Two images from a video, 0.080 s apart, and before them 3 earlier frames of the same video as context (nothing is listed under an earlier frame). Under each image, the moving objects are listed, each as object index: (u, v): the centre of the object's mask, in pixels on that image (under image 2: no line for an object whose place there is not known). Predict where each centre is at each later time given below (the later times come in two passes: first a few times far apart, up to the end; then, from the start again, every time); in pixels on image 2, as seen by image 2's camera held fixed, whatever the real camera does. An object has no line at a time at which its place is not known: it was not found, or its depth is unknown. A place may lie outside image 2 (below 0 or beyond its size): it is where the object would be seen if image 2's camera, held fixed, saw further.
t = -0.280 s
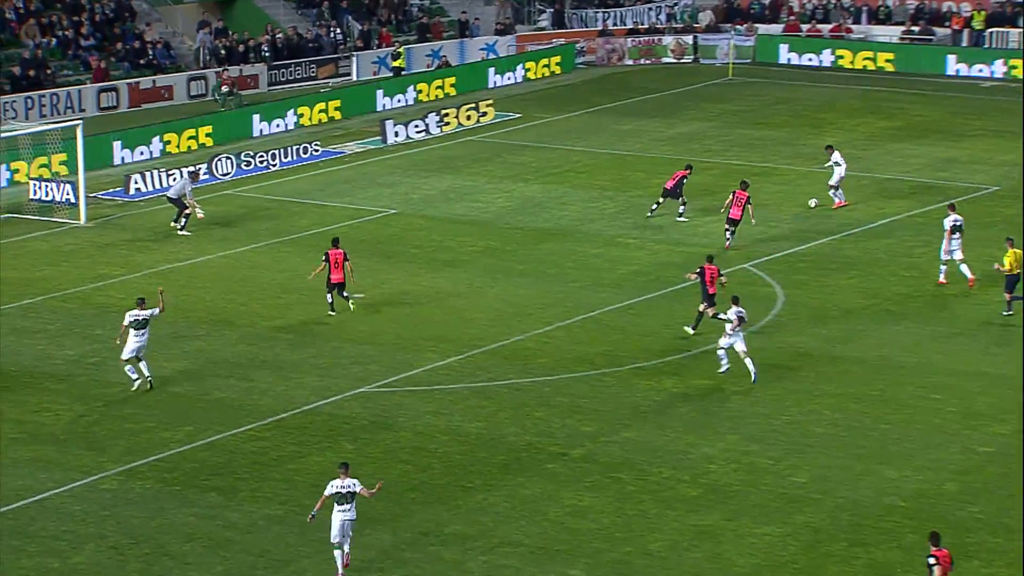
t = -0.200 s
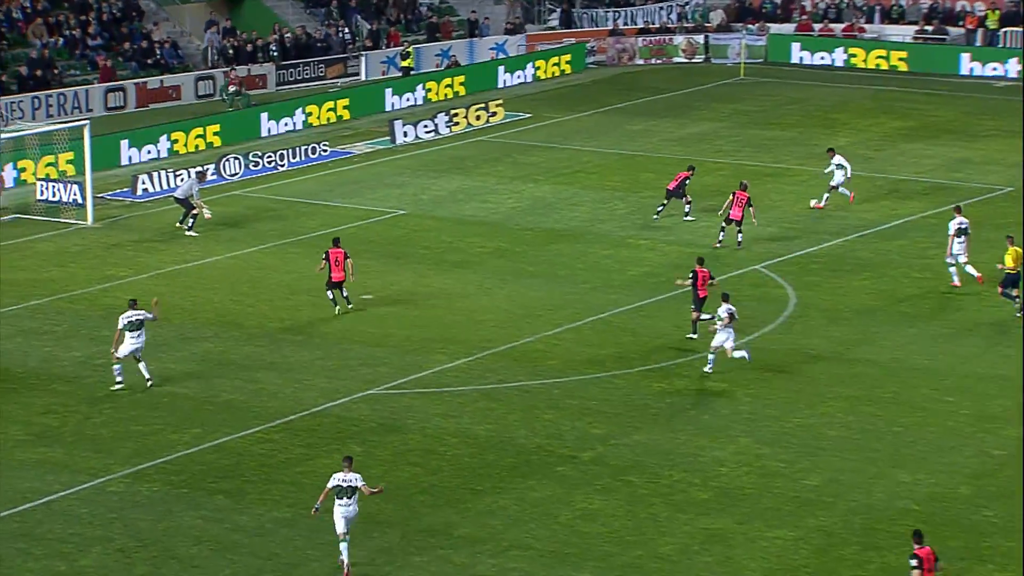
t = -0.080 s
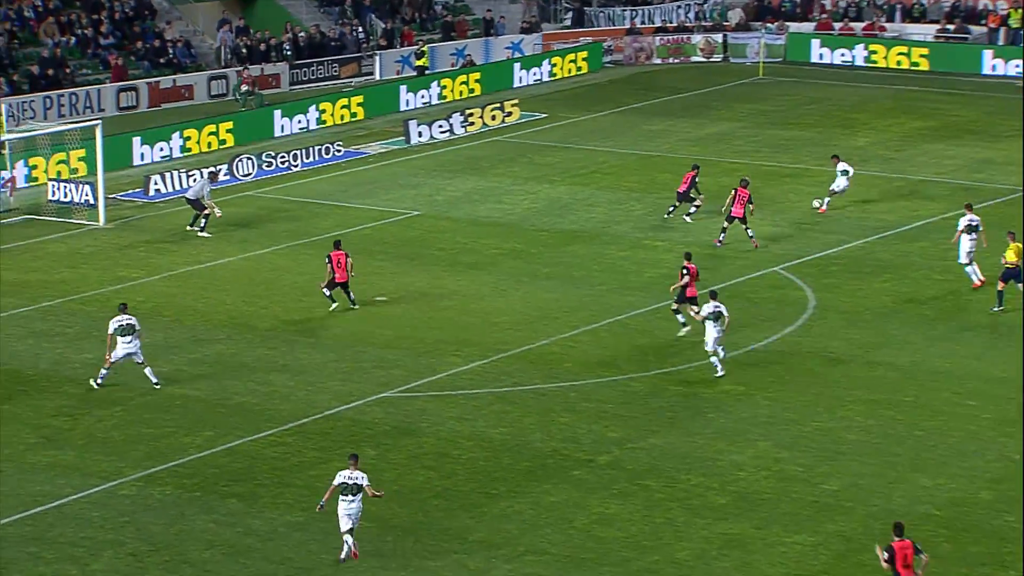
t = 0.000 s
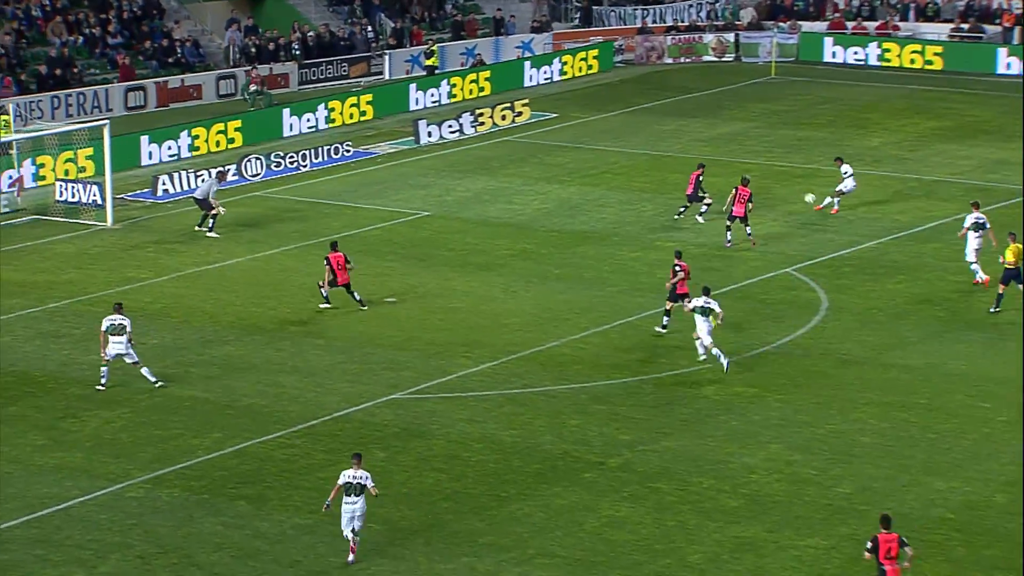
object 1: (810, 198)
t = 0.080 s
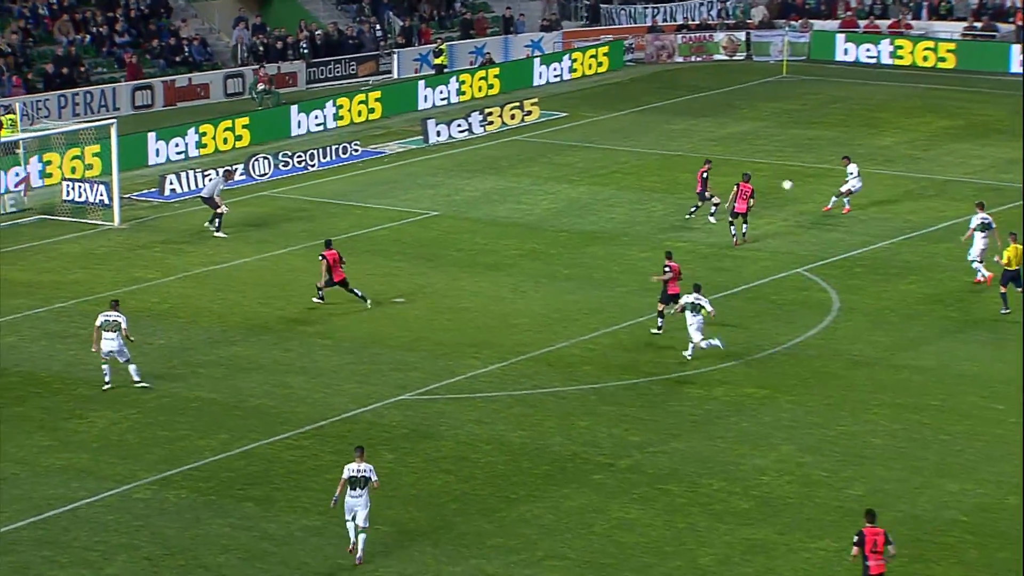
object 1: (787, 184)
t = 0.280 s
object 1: (707, 157)
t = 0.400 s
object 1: (660, 142)
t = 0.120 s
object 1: (771, 178)
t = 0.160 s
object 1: (754, 173)
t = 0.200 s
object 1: (738, 167)
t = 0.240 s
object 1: (723, 162)
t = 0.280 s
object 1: (707, 157)
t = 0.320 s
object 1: (691, 152)
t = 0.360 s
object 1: (676, 147)
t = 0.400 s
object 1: (660, 142)
